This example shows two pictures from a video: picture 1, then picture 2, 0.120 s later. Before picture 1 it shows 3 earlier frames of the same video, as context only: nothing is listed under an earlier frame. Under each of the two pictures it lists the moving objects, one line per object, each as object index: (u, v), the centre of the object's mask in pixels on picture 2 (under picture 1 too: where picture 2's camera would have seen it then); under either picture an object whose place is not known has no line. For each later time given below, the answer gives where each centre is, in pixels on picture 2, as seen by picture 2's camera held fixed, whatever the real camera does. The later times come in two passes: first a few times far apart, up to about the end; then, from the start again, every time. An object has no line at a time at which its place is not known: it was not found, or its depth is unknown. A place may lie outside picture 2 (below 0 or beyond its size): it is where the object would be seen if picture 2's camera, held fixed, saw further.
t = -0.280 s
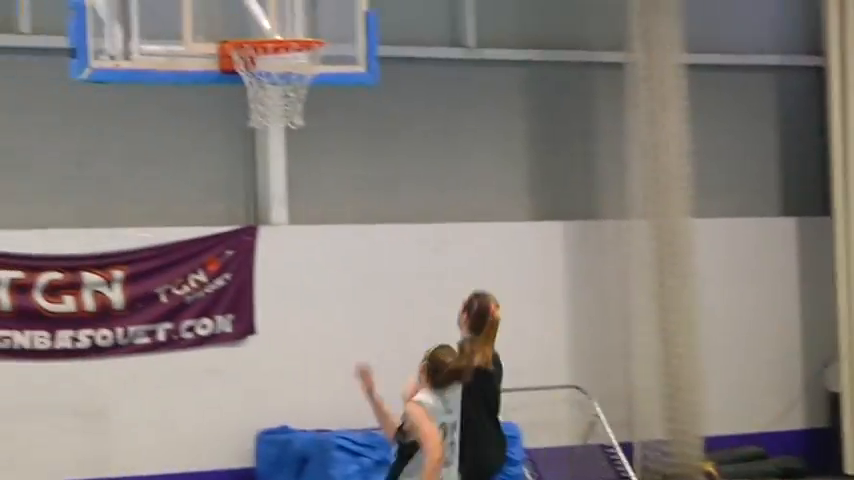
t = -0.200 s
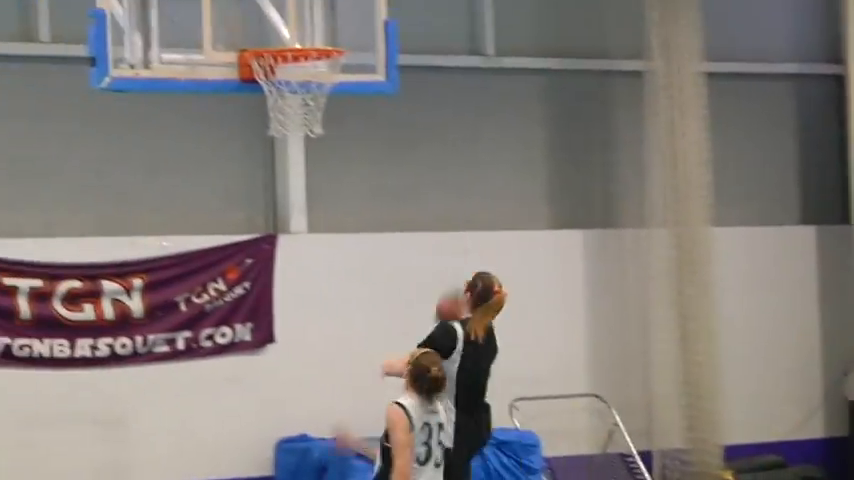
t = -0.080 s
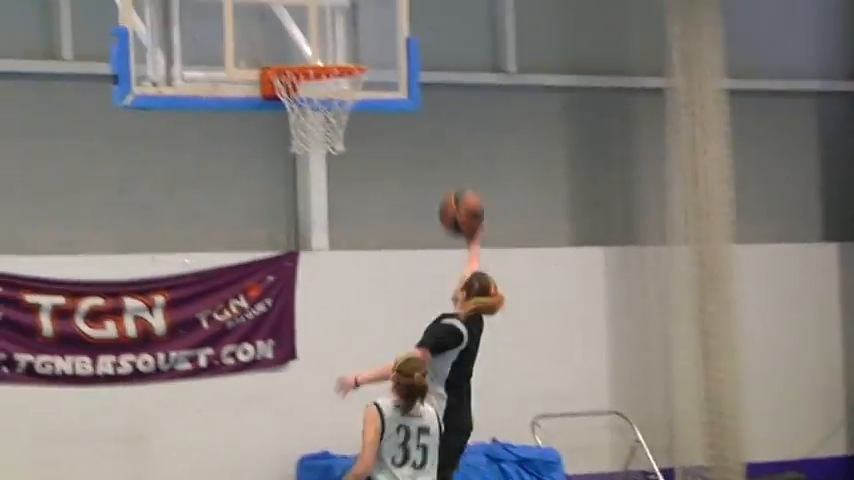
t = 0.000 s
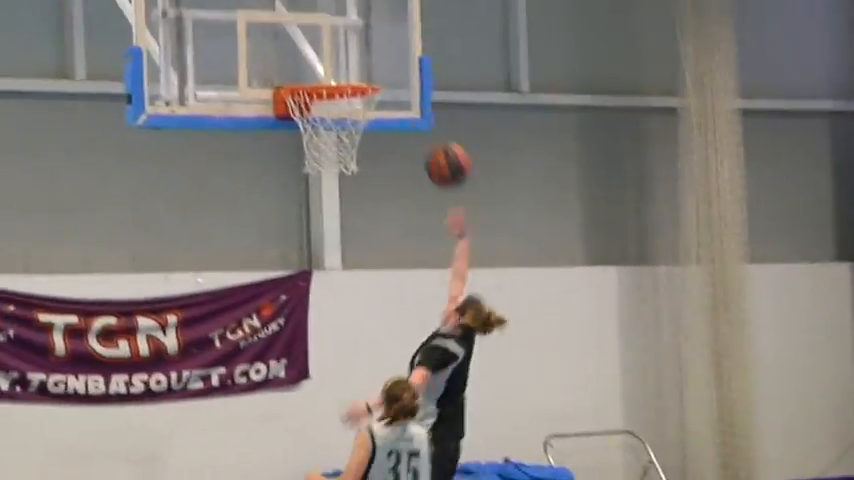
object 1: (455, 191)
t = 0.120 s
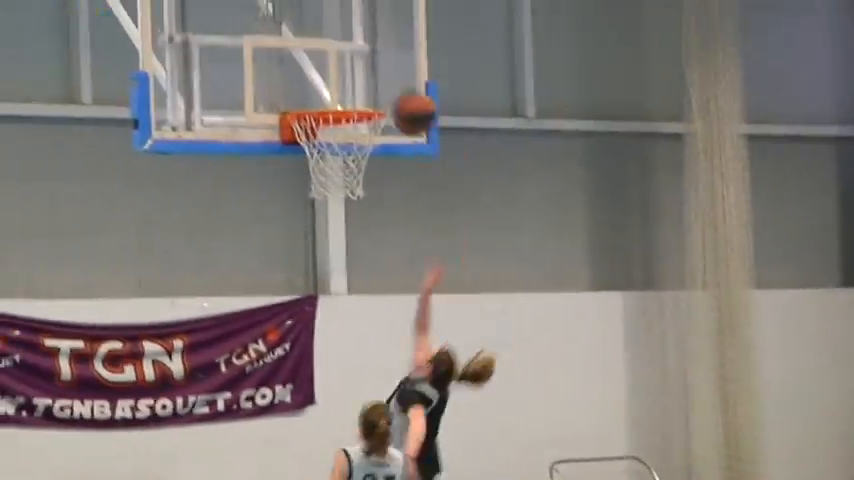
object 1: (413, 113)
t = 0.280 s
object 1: (365, 52)
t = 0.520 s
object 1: (357, 62)
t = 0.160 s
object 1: (401, 93)
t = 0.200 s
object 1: (389, 75)
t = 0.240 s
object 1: (377, 61)
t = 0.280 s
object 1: (365, 52)
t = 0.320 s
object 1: (363, 46)
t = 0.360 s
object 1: (361, 42)
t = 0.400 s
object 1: (360, 42)
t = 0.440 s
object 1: (358, 45)
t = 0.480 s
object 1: (358, 51)
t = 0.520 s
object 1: (357, 62)
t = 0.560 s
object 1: (355, 74)
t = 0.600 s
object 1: (354, 88)
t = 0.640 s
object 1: (353, 105)
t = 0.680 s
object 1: (354, 133)
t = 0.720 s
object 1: (350, 150)
